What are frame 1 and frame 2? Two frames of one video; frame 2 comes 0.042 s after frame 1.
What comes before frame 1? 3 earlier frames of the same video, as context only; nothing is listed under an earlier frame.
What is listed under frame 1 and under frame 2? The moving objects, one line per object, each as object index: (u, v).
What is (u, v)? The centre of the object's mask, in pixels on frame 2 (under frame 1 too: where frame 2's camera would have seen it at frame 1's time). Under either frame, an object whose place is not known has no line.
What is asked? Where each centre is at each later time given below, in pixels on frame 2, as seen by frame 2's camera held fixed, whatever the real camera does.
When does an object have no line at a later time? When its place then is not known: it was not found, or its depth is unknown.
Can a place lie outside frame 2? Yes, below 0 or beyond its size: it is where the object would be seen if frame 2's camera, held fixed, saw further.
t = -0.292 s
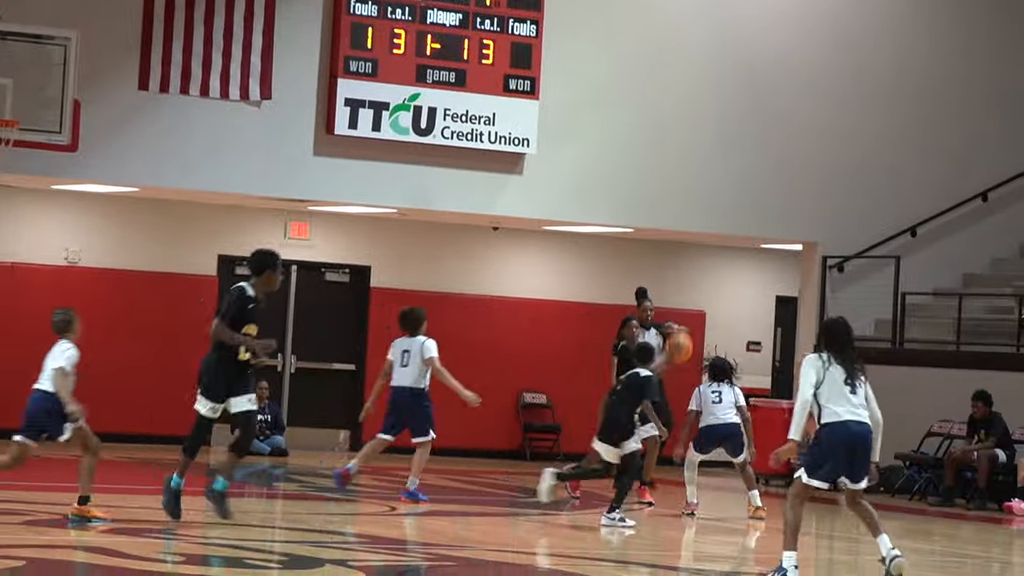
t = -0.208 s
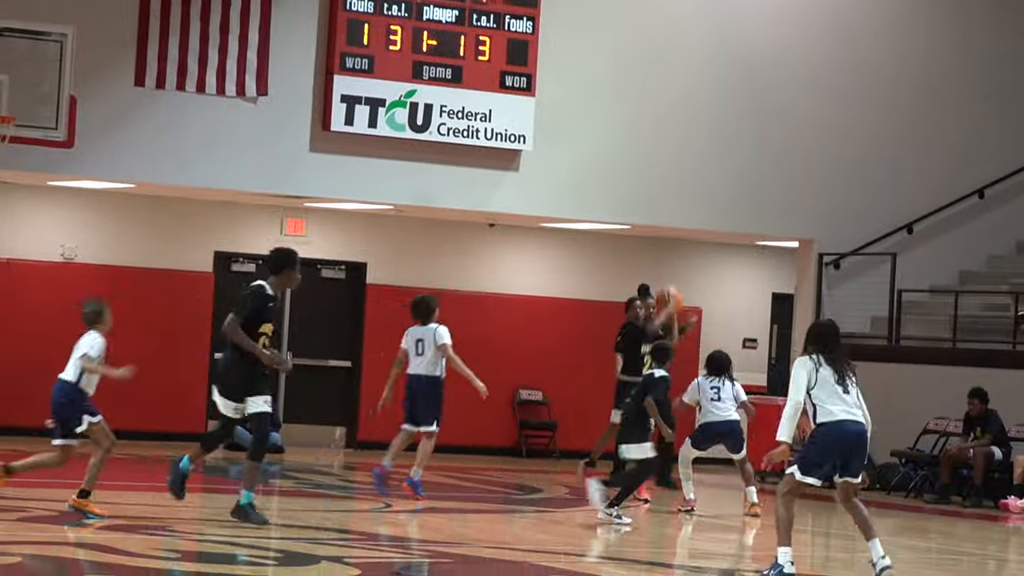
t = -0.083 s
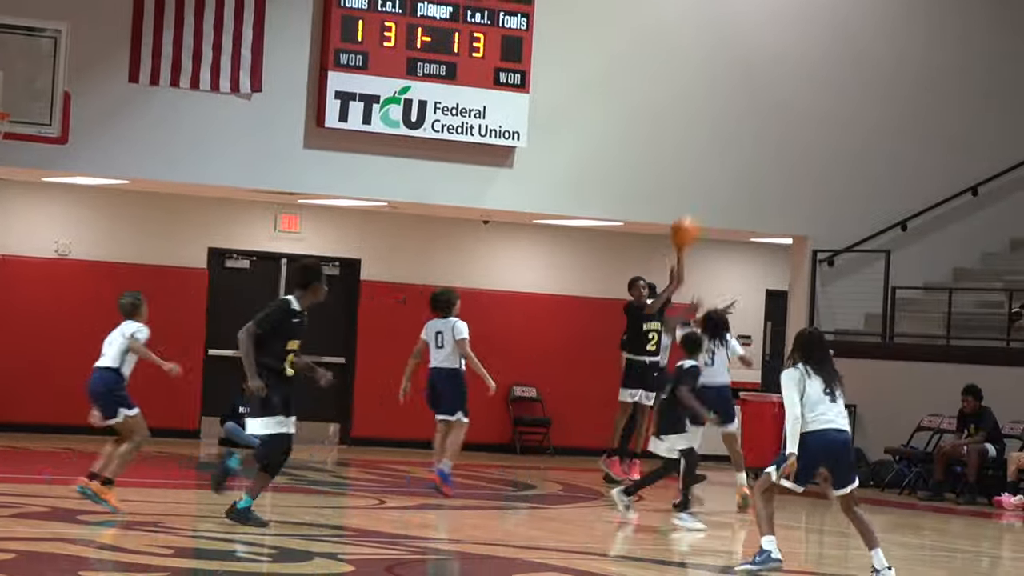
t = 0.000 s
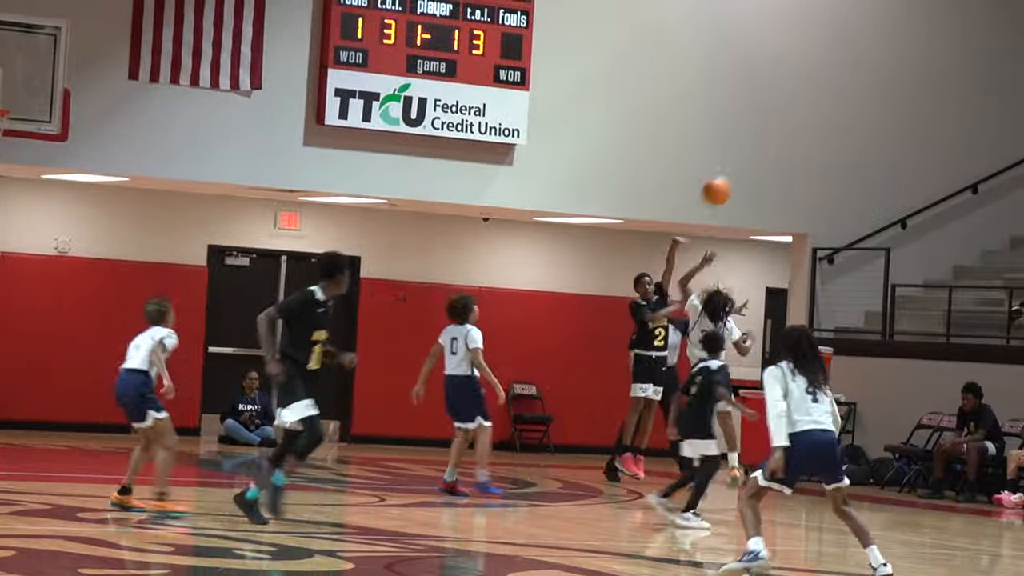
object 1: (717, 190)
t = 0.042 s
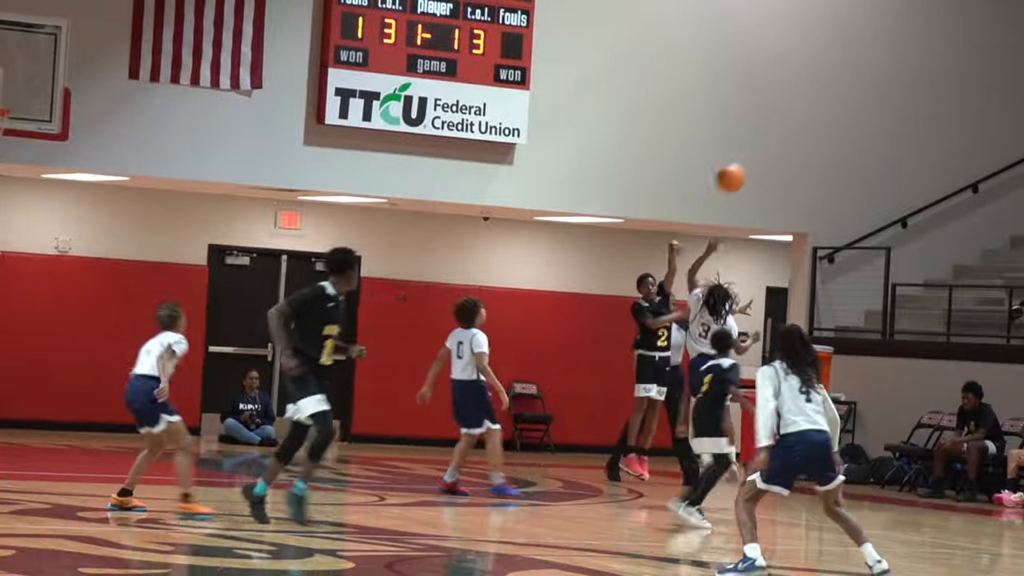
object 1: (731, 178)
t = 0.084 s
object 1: (751, 161)
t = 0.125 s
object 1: (764, 151)
